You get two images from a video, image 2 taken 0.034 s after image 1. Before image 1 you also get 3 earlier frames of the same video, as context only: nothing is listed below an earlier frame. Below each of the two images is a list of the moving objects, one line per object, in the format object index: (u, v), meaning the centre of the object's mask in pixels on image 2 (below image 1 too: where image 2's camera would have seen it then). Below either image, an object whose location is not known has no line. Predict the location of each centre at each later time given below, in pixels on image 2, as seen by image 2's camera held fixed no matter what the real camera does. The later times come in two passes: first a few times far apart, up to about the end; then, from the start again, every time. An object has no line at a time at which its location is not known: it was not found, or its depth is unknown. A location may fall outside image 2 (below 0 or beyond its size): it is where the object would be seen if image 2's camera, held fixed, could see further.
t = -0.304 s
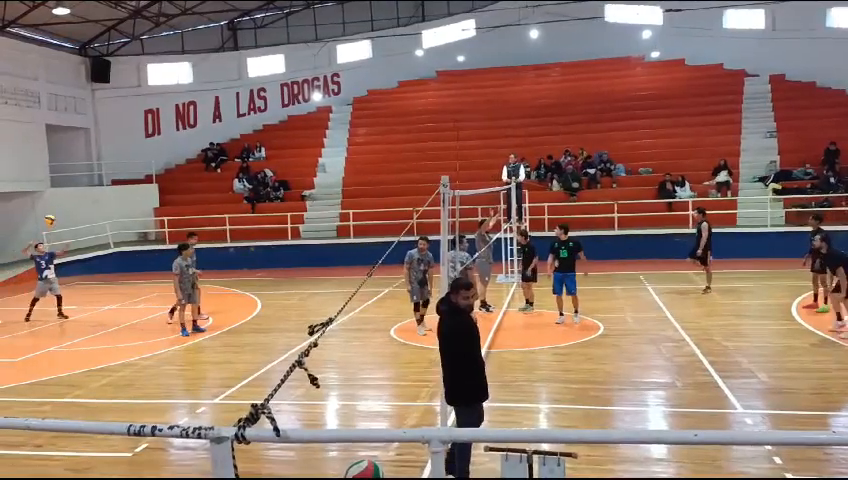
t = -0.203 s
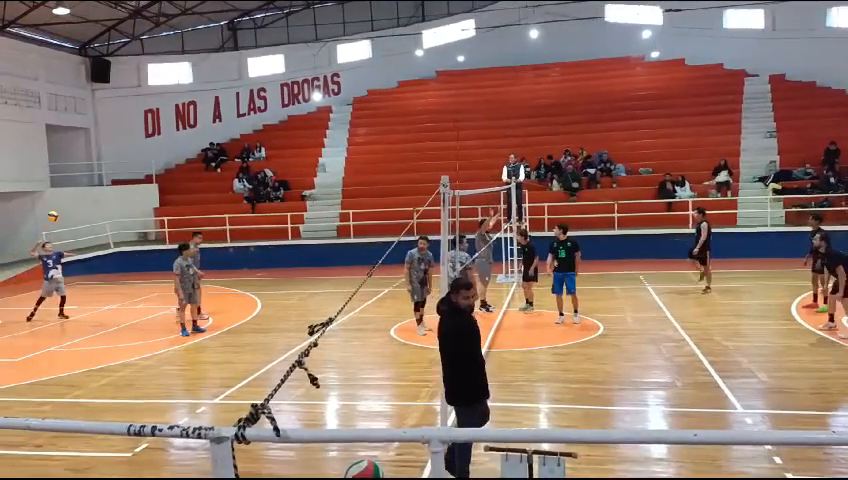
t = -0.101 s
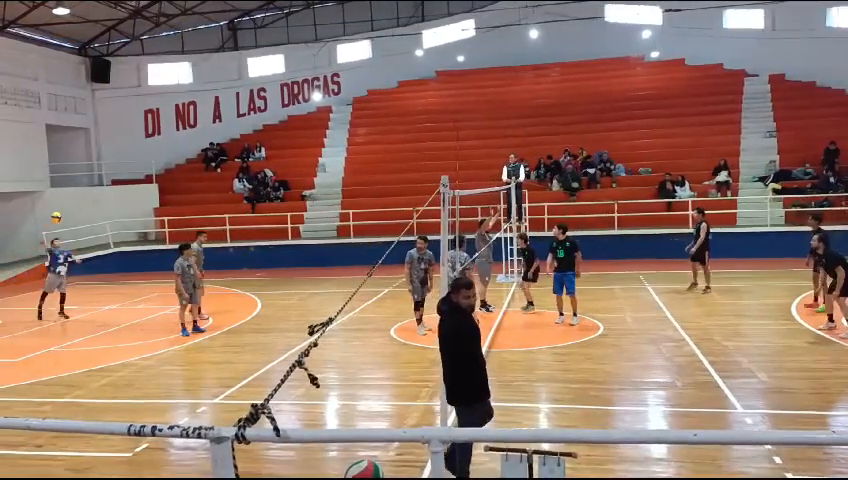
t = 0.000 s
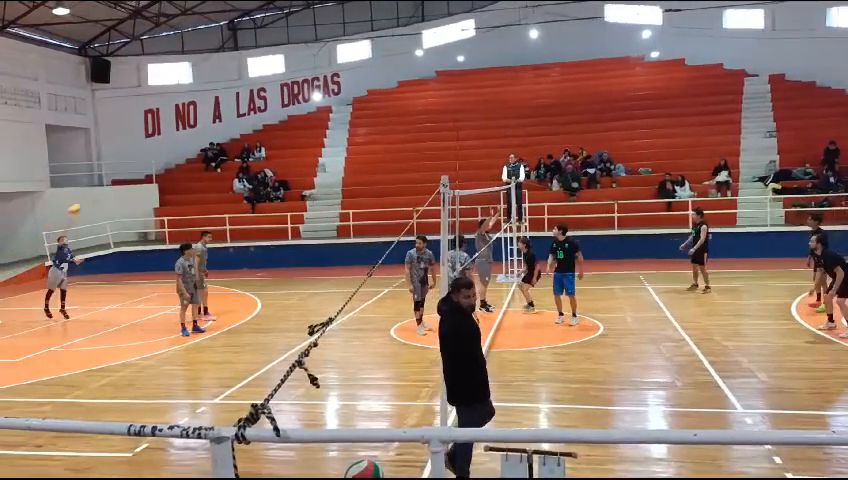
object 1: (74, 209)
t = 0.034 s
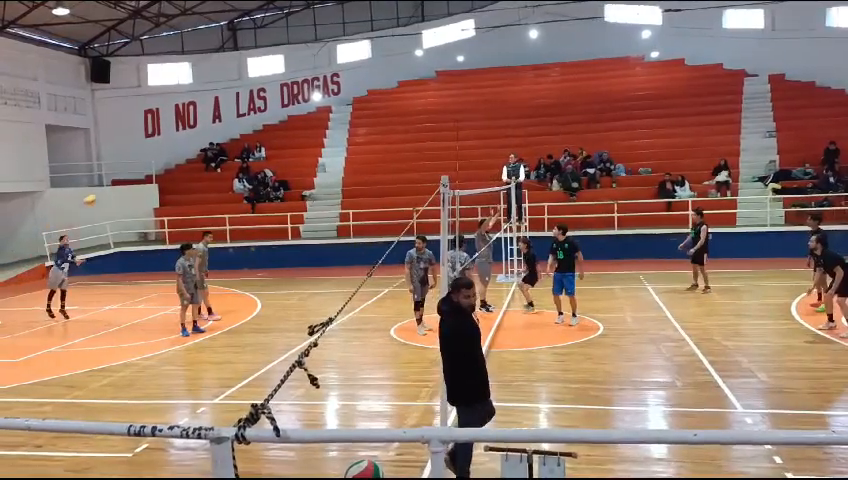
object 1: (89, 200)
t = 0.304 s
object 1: (216, 139)
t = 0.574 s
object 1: (360, 106)
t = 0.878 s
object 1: (540, 119)
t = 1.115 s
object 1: (705, 173)
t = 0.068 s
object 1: (105, 191)
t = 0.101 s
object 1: (120, 182)
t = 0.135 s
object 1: (136, 176)
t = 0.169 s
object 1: (152, 168)
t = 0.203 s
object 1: (167, 160)
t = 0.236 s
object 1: (184, 153)
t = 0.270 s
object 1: (201, 146)
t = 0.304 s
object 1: (216, 139)
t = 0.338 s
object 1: (234, 135)
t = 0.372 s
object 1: (252, 130)
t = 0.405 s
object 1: (268, 124)
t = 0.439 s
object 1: (287, 120)
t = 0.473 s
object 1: (304, 116)
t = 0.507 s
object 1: (322, 112)
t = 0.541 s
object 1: (339, 110)
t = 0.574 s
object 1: (360, 106)
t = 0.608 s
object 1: (377, 104)
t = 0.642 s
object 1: (396, 105)
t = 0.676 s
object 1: (415, 105)
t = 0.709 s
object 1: (436, 105)
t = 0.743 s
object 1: (456, 106)
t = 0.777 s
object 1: (476, 109)
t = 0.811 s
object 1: (497, 112)
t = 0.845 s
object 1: (518, 114)
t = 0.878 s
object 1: (540, 119)
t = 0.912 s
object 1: (562, 124)
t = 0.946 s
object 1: (584, 129)
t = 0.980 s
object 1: (608, 136)
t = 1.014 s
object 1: (632, 144)
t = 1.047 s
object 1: (656, 152)
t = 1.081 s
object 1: (681, 163)
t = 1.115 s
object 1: (705, 173)
